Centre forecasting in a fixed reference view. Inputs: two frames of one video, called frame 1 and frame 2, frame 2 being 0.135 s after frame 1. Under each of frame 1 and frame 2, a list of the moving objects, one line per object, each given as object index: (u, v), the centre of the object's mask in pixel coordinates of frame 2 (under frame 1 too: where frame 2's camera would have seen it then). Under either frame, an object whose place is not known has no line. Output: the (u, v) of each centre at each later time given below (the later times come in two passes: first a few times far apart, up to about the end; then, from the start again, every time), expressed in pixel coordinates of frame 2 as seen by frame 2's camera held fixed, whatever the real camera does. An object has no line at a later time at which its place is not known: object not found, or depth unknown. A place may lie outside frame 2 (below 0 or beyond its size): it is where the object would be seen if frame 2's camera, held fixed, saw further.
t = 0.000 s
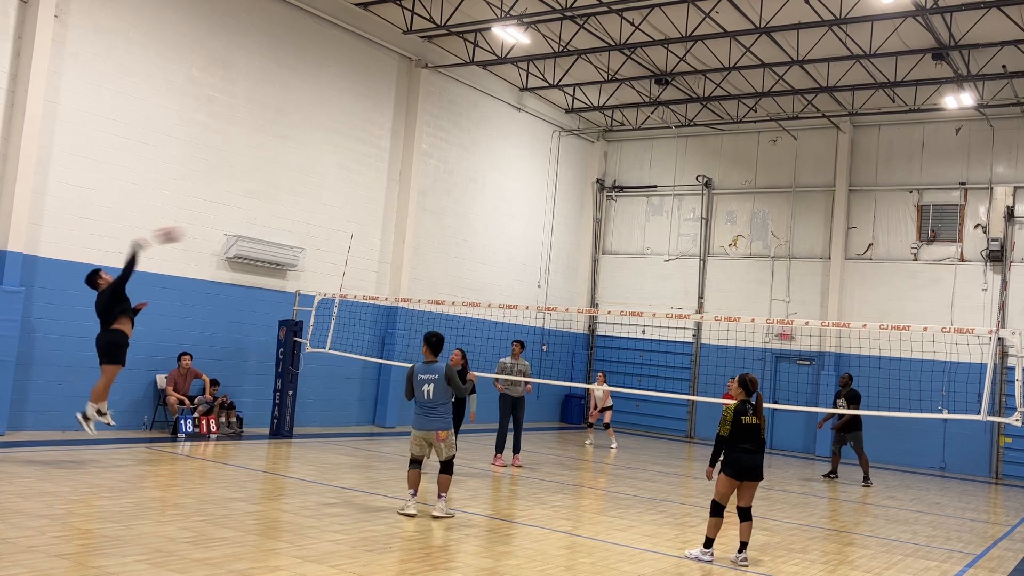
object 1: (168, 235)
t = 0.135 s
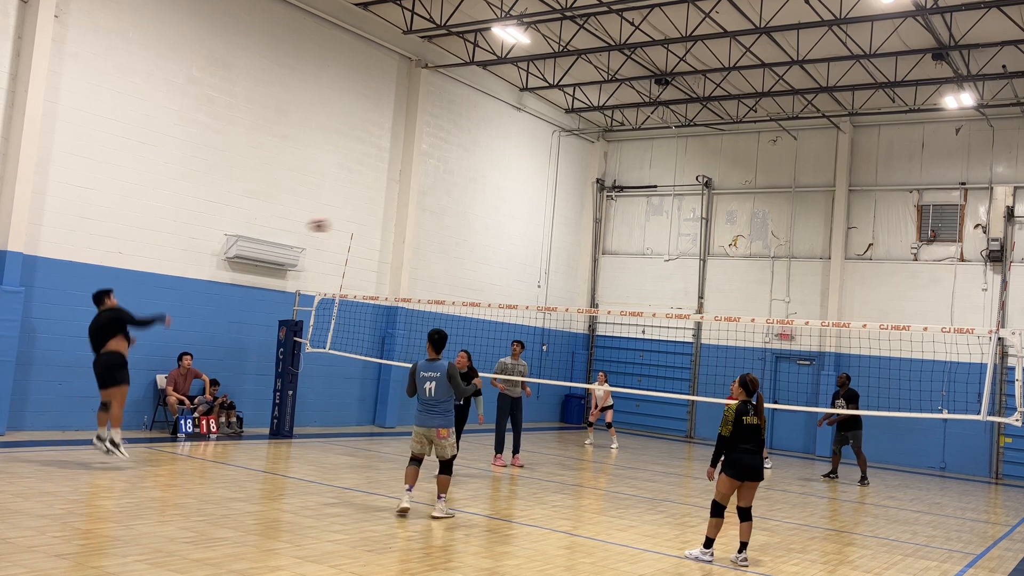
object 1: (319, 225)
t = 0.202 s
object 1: (375, 228)
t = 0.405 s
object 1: (500, 254)
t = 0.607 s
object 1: (581, 300)
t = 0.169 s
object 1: (348, 225)
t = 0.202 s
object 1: (375, 228)
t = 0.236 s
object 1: (400, 230)
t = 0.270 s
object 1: (424, 234)
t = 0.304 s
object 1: (445, 238)
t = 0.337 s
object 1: (465, 242)
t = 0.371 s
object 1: (483, 248)
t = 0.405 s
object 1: (500, 254)
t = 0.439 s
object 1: (516, 261)
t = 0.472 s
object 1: (530, 267)
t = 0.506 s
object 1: (545, 276)
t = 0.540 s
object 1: (557, 283)
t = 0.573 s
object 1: (570, 292)
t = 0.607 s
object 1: (581, 300)
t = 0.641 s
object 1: (593, 306)
